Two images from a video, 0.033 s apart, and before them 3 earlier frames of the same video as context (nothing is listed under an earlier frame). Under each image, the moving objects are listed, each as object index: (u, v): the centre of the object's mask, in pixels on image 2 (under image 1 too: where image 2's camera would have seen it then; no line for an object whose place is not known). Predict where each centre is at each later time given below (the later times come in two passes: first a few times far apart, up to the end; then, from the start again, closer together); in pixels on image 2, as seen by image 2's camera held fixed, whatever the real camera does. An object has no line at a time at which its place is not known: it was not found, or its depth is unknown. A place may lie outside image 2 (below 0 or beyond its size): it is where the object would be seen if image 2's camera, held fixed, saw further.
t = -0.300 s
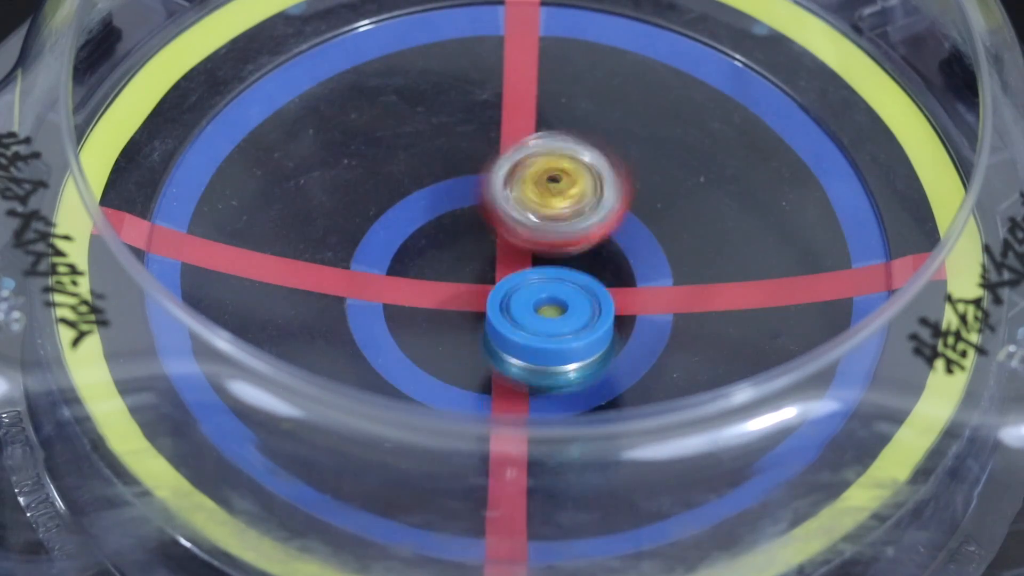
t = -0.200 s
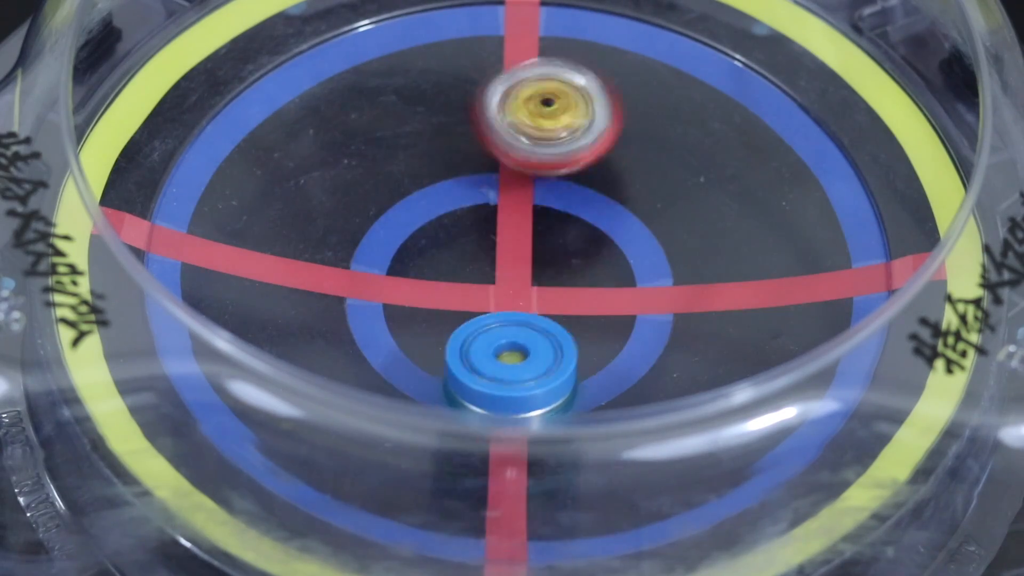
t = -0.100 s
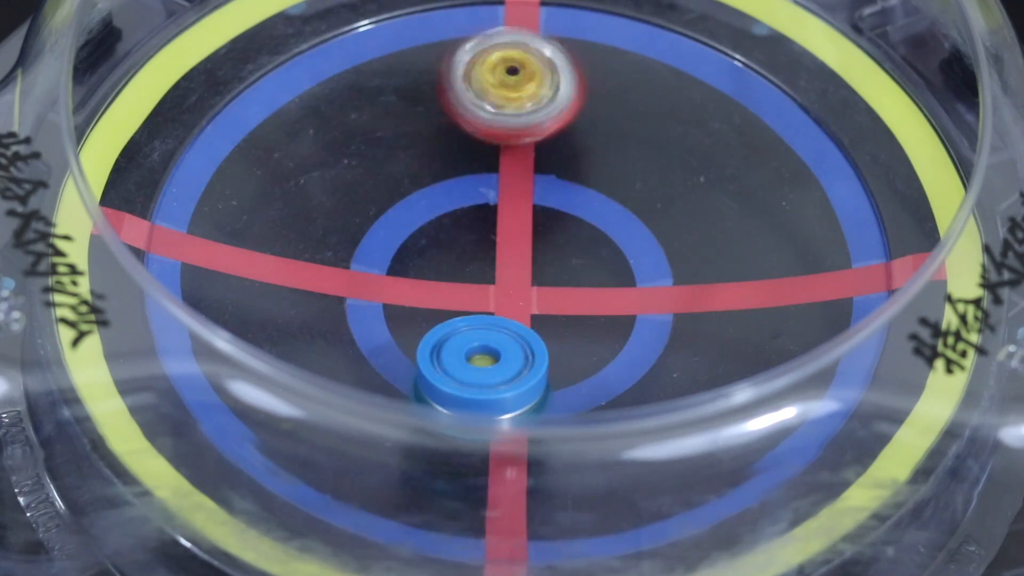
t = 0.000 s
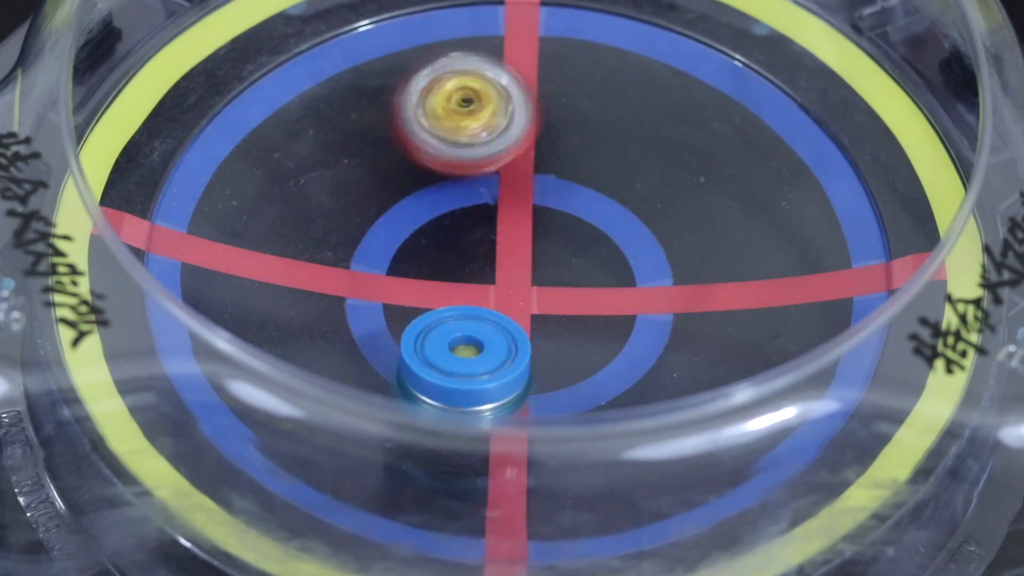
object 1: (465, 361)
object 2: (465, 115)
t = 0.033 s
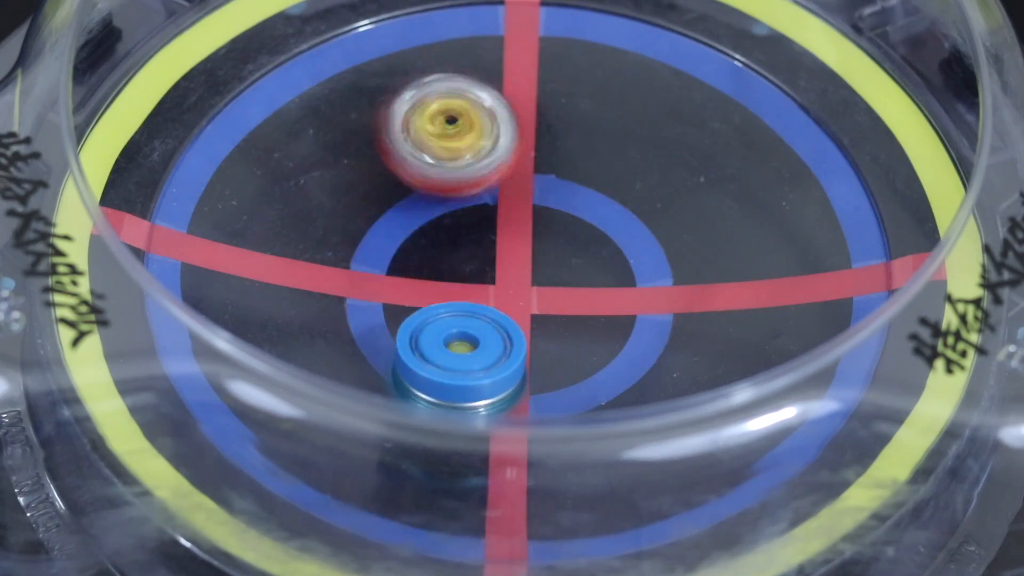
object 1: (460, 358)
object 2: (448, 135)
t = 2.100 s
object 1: (347, 321)
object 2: (659, 125)
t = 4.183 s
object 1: (357, 318)
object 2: (605, 191)
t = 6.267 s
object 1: (443, 146)
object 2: (528, 288)
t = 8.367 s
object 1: (666, 288)
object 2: (554, 198)
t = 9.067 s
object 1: (574, 365)
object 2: (514, 253)
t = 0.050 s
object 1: (458, 357)
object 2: (443, 147)
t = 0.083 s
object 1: (453, 354)
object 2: (435, 176)
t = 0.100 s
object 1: (450, 352)
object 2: (432, 191)
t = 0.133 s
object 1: (445, 348)
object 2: (435, 218)
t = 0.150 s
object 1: (443, 352)
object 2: (436, 228)
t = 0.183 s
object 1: (439, 364)
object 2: (449, 226)
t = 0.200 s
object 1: (438, 370)
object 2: (456, 226)
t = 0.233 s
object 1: (435, 401)
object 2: (475, 223)
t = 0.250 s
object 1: (435, 407)
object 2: (483, 223)
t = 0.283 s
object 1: (440, 411)
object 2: (499, 218)
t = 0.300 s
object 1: (443, 413)
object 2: (507, 217)
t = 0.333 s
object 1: (451, 413)
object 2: (524, 211)
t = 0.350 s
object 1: (457, 411)
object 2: (534, 210)
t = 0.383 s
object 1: (470, 407)
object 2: (549, 204)
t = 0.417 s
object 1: (482, 401)
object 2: (566, 199)
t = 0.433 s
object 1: (488, 396)
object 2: (570, 198)
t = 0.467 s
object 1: (495, 387)
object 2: (579, 194)
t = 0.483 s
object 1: (499, 381)
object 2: (580, 194)
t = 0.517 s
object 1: (506, 362)
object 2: (579, 191)
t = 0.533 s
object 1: (507, 359)
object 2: (578, 190)
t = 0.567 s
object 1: (509, 351)
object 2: (572, 188)
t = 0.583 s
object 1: (511, 346)
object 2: (570, 186)
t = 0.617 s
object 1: (511, 334)
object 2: (562, 186)
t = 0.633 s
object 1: (510, 327)
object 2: (556, 184)
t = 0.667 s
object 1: (507, 314)
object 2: (548, 182)
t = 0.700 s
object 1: (503, 301)
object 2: (535, 180)
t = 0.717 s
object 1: (498, 300)
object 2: (533, 174)
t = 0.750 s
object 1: (488, 298)
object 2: (527, 163)
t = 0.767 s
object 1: (483, 296)
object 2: (524, 158)
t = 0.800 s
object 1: (473, 293)
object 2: (517, 152)
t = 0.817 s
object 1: (468, 289)
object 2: (513, 151)
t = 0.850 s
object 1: (459, 284)
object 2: (504, 152)
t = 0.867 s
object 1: (454, 282)
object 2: (499, 155)
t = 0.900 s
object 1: (441, 284)
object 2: (495, 157)
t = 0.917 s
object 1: (432, 290)
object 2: (495, 154)
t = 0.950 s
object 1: (416, 295)
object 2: (495, 148)
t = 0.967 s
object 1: (410, 295)
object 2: (494, 147)
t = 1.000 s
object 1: (400, 297)
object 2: (493, 147)
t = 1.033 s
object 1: (393, 298)
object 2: (494, 150)
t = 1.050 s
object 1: (390, 298)
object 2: (495, 153)
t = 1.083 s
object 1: (388, 299)
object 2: (496, 162)
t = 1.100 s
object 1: (387, 300)
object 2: (496, 166)
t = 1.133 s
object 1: (388, 300)
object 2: (498, 175)
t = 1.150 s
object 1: (389, 298)
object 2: (499, 181)
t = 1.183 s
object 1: (392, 298)
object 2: (504, 194)
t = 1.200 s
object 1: (393, 298)
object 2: (507, 199)
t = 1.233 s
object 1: (396, 295)
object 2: (515, 211)
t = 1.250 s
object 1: (398, 293)
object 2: (519, 216)
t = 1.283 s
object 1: (381, 297)
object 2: (541, 216)
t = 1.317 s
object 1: (367, 302)
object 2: (567, 212)
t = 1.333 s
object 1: (363, 302)
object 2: (580, 209)
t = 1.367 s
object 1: (357, 305)
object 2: (601, 205)
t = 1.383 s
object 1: (355, 307)
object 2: (608, 204)
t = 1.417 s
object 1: (356, 308)
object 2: (621, 196)
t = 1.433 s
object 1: (359, 308)
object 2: (625, 191)
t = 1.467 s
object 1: (365, 309)
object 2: (631, 184)
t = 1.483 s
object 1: (368, 309)
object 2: (631, 179)
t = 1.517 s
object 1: (376, 308)
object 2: (629, 173)
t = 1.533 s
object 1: (382, 308)
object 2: (626, 172)
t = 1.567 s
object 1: (392, 307)
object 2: (617, 168)
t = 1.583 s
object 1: (398, 304)
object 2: (612, 166)
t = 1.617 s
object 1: (407, 301)
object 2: (603, 163)
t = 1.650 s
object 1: (417, 298)
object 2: (591, 160)
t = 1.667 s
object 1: (421, 297)
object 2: (586, 160)
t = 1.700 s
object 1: (431, 292)
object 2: (574, 161)
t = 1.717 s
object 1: (436, 288)
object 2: (567, 163)
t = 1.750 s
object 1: (444, 284)
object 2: (555, 171)
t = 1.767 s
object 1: (447, 282)
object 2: (549, 177)
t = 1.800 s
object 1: (424, 289)
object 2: (561, 179)
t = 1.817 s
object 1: (400, 298)
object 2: (582, 172)
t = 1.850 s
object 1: (359, 312)
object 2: (611, 158)
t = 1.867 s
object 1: (341, 316)
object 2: (625, 152)
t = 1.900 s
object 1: (320, 318)
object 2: (650, 140)
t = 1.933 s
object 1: (309, 318)
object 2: (668, 131)
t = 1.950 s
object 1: (307, 318)
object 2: (673, 126)
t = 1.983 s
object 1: (307, 318)
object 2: (681, 121)
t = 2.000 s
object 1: (310, 318)
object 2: (682, 122)
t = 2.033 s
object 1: (320, 319)
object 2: (679, 121)
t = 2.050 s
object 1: (326, 320)
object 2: (675, 120)
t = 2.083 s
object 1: (340, 321)
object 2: (665, 123)
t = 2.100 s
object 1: (347, 321)
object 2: (659, 125)
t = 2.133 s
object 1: (363, 321)
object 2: (642, 130)
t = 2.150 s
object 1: (372, 319)
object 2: (631, 133)
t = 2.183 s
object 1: (389, 316)
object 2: (609, 141)
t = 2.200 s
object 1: (397, 315)
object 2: (598, 145)
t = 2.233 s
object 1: (413, 312)
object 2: (574, 155)
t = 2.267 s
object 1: (429, 306)
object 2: (550, 167)
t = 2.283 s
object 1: (437, 301)
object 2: (539, 173)
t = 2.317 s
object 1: (444, 298)
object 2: (523, 187)
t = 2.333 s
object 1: (422, 315)
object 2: (534, 179)
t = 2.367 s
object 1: (392, 335)
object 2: (555, 163)
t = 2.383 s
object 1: (379, 340)
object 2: (568, 157)
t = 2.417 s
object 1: (364, 345)
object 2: (592, 146)
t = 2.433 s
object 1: (359, 347)
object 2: (600, 140)
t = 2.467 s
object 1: (356, 350)
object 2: (617, 135)
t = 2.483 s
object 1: (357, 351)
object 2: (624, 134)
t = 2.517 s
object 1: (365, 353)
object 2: (636, 138)
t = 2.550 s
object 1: (373, 371)
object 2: (640, 146)
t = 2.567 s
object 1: (386, 357)
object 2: (641, 152)
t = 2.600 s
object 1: (403, 356)
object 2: (637, 162)
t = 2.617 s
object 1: (412, 356)
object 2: (633, 167)
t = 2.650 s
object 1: (429, 355)
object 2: (622, 178)
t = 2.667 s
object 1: (438, 355)
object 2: (615, 183)
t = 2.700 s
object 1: (455, 350)
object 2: (601, 193)
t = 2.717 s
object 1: (462, 346)
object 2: (595, 197)
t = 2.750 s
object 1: (477, 335)
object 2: (583, 206)
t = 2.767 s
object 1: (483, 331)
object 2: (578, 210)
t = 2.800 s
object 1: (481, 328)
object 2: (575, 215)
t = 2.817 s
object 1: (464, 337)
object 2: (586, 202)
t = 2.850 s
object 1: (437, 348)
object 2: (607, 184)
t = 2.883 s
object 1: (420, 352)
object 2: (631, 166)
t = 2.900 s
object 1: (415, 353)
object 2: (641, 158)
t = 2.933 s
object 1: (412, 354)
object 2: (657, 146)
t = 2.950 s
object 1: (412, 354)
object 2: (663, 142)
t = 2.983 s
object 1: (418, 355)
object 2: (669, 139)
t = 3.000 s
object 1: (422, 355)
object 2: (670, 138)
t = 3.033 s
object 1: (431, 355)
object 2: (663, 139)
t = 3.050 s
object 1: (436, 355)
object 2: (656, 141)
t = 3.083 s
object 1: (445, 354)
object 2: (637, 148)
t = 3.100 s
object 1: (450, 352)
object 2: (627, 151)
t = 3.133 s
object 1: (460, 349)
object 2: (604, 159)
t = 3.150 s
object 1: (464, 347)
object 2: (592, 164)
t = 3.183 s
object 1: (471, 343)
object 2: (570, 171)
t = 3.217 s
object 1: (477, 335)
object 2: (549, 183)
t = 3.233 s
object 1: (479, 330)
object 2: (539, 189)
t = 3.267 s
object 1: (481, 324)
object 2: (524, 204)
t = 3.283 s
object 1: (475, 330)
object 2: (523, 200)
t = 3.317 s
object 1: (463, 346)
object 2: (528, 190)
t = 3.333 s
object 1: (459, 349)
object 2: (531, 187)
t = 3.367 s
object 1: (456, 352)
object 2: (538, 184)
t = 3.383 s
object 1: (457, 353)
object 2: (543, 185)
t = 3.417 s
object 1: (460, 352)
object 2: (552, 188)
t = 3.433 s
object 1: (463, 351)
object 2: (557, 191)
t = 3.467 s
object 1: (469, 348)
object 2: (569, 197)
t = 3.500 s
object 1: (474, 345)
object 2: (578, 206)
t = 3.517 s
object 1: (477, 341)
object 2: (581, 211)
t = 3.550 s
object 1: (481, 336)
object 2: (588, 223)
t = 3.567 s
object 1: (483, 333)
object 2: (587, 227)
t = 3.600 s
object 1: (479, 328)
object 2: (589, 237)
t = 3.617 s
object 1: (467, 333)
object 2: (599, 232)
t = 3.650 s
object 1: (446, 338)
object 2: (613, 224)
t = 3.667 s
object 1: (439, 338)
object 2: (619, 221)
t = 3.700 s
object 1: (431, 338)
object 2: (627, 211)
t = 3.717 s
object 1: (428, 337)
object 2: (628, 206)
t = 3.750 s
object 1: (425, 337)
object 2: (626, 200)
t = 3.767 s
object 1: (425, 335)
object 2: (625, 197)
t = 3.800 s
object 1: (424, 335)
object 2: (616, 192)
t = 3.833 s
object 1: (425, 334)
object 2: (608, 189)
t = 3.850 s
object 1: (426, 331)
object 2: (602, 187)
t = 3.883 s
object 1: (427, 329)
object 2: (587, 188)
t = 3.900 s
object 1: (428, 327)
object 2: (581, 186)
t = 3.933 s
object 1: (430, 325)
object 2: (563, 187)
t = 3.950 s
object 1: (431, 325)
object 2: (556, 188)
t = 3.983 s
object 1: (434, 319)
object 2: (546, 189)
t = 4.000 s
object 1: (434, 319)
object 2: (541, 193)
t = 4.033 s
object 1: (436, 313)
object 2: (537, 197)
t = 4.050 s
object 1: (435, 311)
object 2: (535, 199)
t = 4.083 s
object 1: (435, 304)
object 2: (533, 207)
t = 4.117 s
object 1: (414, 305)
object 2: (550, 205)
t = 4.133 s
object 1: (394, 311)
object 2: (565, 203)
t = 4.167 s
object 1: (368, 316)
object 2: (595, 194)
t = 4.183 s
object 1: (357, 318)
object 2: (605, 191)
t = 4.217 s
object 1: (348, 320)
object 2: (627, 186)
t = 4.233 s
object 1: (345, 320)
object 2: (636, 184)
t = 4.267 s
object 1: (342, 322)
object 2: (651, 184)
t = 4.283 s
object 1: (342, 323)
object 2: (653, 183)
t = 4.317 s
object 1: (341, 324)
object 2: (654, 184)
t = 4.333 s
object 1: (342, 326)
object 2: (653, 184)
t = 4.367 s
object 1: (343, 328)
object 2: (646, 186)
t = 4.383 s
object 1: (344, 329)
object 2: (642, 187)
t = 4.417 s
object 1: (348, 330)
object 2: (629, 194)
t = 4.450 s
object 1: (354, 332)
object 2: (613, 200)
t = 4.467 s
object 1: (359, 333)
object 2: (604, 203)
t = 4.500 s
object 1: (369, 334)
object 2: (586, 210)
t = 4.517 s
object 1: (375, 334)
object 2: (577, 213)
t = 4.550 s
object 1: (385, 333)
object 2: (560, 221)
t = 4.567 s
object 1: (391, 333)
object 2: (552, 223)
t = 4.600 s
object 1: (400, 329)
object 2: (541, 230)
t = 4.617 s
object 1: (405, 328)
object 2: (535, 232)
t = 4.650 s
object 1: (412, 320)
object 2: (529, 240)
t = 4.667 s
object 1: (408, 321)
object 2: (534, 240)
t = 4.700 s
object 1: (377, 323)
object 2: (563, 231)
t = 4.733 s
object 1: (357, 323)
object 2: (589, 225)
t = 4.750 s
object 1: (352, 322)
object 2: (601, 221)
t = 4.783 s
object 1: (346, 320)
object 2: (619, 214)
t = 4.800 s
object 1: (346, 320)
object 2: (628, 210)
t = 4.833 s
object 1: (349, 318)
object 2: (643, 206)
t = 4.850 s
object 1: (352, 317)
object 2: (649, 205)
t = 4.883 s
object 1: (359, 315)
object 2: (655, 204)
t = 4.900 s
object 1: (365, 314)
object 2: (657, 205)
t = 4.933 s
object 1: (374, 311)
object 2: (655, 207)
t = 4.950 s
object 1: (380, 309)
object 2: (651, 208)
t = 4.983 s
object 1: (389, 305)
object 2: (643, 211)
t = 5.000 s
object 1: (394, 304)
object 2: (637, 214)
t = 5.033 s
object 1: (402, 299)
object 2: (622, 220)
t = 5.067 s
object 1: (410, 296)
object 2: (604, 227)
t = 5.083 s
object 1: (413, 291)
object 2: (595, 231)
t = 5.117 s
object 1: (422, 287)
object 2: (574, 235)
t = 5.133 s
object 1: (422, 282)
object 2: (566, 238)
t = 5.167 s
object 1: (407, 279)
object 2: (569, 239)
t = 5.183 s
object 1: (402, 274)
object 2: (570, 236)
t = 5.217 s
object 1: (396, 269)
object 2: (574, 237)
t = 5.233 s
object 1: (394, 266)
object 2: (572, 237)
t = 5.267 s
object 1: (391, 261)
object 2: (573, 235)
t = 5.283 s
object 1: (390, 258)
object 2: (572, 236)
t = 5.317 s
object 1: (389, 253)
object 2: (571, 235)
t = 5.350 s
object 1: (390, 247)
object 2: (571, 236)
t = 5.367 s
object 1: (390, 246)
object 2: (568, 236)
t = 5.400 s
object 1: (391, 240)
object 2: (567, 235)
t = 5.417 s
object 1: (392, 240)
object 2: (565, 237)
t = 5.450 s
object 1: (393, 235)
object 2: (562, 238)
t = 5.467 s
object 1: (395, 234)
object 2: (561, 238)
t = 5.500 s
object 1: (397, 230)
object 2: (559, 241)
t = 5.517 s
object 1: (399, 228)
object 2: (558, 240)
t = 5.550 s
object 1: (401, 225)
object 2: (555, 242)
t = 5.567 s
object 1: (404, 223)
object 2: (555, 243)
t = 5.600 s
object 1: (406, 220)
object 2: (549, 246)
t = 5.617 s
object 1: (407, 217)
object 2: (549, 248)
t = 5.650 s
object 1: (405, 212)
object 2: (552, 252)
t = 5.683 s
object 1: (406, 206)
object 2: (550, 255)
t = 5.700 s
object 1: (406, 203)
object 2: (551, 256)
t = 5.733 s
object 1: (409, 198)
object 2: (551, 258)
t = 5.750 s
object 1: (410, 198)
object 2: (549, 260)
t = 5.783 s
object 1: (413, 195)
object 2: (549, 260)
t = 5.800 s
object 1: (413, 195)
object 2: (549, 261)
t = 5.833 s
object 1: (416, 192)
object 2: (546, 262)
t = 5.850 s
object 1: (418, 193)
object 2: (546, 262)
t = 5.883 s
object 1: (421, 189)
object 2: (546, 261)
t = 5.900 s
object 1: (423, 189)
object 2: (544, 261)
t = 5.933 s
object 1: (425, 187)
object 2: (542, 262)
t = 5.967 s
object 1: (428, 186)
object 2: (538, 260)
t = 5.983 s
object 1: (429, 185)
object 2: (537, 260)
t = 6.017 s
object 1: (434, 182)
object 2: (534, 261)
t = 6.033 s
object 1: (436, 180)
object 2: (533, 262)
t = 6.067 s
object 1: (439, 169)
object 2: (537, 269)
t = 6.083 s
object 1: (439, 165)
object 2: (538, 274)
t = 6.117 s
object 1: (439, 155)
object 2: (538, 282)
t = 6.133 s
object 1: (440, 153)
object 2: (539, 285)
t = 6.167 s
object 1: (440, 148)
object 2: (536, 289)
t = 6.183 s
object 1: (441, 147)
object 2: (534, 289)
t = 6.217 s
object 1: (441, 145)
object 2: (533, 291)
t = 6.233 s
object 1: (442, 145)
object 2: (531, 292)
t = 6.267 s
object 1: (443, 146)
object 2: (528, 288)
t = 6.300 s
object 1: (445, 147)
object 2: (524, 283)
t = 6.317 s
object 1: (445, 150)
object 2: (523, 282)
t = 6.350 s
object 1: (447, 151)
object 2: (519, 277)
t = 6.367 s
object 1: (449, 153)
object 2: (519, 273)
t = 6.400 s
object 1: (452, 155)
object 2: (515, 266)
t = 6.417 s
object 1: (454, 156)
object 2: (514, 262)
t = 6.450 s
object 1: (458, 157)
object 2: (513, 256)
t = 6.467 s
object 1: (461, 149)
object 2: (516, 263)
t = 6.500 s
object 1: (463, 133)
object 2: (520, 276)
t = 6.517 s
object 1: (466, 126)
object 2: (522, 281)
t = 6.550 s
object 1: (470, 120)
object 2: (525, 289)
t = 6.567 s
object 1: (472, 118)
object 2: (526, 294)
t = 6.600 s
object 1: (475, 114)
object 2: (528, 298)
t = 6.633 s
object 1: (478, 114)
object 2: (530, 298)
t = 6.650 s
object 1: (479, 114)
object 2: (534, 297)
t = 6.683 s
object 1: (482, 117)
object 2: (537, 295)
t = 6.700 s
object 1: (482, 118)
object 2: (537, 294)
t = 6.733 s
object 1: (484, 121)
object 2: (540, 289)
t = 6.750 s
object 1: (484, 125)
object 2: (542, 288)
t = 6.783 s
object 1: (486, 129)
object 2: (543, 283)
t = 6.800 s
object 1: (487, 133)
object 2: (542, 280)
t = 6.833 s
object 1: (489, 138)
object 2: (541, 275)
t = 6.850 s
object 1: (492, 140)
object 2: (538, 273)
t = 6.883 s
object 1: (495, 147)
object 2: (533, 267)
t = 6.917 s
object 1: (501, 149)
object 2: (526, 262)
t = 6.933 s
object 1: (504, 151)
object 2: (523, 260)
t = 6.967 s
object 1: (514, 143)
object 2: (510, 274)
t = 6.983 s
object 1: (522, 128)
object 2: (503, 290)
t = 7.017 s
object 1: (536, 103)
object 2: (489, 317)
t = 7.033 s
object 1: (541, 92)
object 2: (483, 326)
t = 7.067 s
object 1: (551, 80)
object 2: (476, 343)
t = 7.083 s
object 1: (553, 78)
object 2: (473, 349)
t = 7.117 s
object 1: (555, 74)
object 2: (469, 357)
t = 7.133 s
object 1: (556, 73)
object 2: (469, 359)
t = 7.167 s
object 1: (555, 75)
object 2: (468, 364)
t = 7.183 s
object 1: (554, 76)
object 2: (472, 365)
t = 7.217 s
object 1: (554, 80)
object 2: (475, 368)
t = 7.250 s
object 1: (551, 85)
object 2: (477, 368)
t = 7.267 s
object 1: (552, 88)
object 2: (477, 369)
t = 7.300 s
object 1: (551, 96)
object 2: (480, 366)
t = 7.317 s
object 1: (551, 100)
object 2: (485, 364)
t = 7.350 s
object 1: (553, 107)
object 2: (491, 359)
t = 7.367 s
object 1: (553, 113)
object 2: (494, 355)
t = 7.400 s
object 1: (554, 120)
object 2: (500, 344)
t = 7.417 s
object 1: (555, 125)
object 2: (505, 337)
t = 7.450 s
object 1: (558, 136)
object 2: (508, 323)
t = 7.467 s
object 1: (559, 140)
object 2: (509, 316)
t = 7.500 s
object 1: (565, 150)
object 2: (509, 301)
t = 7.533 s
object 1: (568, 160)
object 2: (504, 287)
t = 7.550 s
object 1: (570, 163)
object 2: (501, 280)
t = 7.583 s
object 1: (576, 172)
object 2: (496, 265)
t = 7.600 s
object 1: (580, 175)
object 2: (493, 259)
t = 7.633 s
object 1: (595, 176)
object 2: (478, 250)
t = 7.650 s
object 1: (601, 179)
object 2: (472, 245)
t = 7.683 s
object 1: (611, 182)
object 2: (456, 234)
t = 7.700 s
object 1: (615, 183)
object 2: (447, 231)
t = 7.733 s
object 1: (624, 190)
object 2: (436, 220)
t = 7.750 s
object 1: (627, 193)
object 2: (433, 215)
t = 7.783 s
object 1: (633, 196)
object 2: (426, 207)
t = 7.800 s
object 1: (637, 199)
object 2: (423, 204)
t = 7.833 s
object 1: (642, 204)
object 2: (419, 195)
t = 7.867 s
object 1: (648, 208)
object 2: (415, 188)
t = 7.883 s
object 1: (650, 212)
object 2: (412, 187)
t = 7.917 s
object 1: (653, 217)
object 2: (412, 182)
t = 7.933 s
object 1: (655, 218)
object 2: (413, 180)
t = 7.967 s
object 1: (660, 224)
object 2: (416, 177)
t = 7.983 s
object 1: (661, 227)
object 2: (420, 177)
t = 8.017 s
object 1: (664, 230)
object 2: (424, 177)
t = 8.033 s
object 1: (666, 233)
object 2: (425, 177)
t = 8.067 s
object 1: (668, 239)
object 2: (435, 180)
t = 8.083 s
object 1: (668, 241)
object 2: (440, 180)
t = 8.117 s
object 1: (671, 246)
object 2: (449, 182)
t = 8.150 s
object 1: (671, 253)
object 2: (460, 184)
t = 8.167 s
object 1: (671, 254)
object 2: (468, 186)
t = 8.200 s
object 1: (672, 260)
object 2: (482, 188)
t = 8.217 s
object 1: (672, 264)
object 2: (489, 191)
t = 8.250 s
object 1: (671, 268)
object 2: (504, 191)
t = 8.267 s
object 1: (671, 270)
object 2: (510, 192)
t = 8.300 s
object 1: (669, 278)
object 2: (524, 195)
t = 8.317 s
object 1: (668, 281)
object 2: (532, 194)
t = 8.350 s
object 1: (666, 285)
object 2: (546, 195)
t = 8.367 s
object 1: (666, 288)
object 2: (554, 198)
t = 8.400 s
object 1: (662, 295)
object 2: (568, 198)
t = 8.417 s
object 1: (666, 303)
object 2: (571, 195)
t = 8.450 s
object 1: (672, 320)
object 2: (575, 190)
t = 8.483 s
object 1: (671, 331)
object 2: (579, 185)
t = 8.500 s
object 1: (671, 333)
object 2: (577, 185)
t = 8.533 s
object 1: (671, 338)
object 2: (578, 187)
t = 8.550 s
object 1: (670, 340)
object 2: (575, 187)
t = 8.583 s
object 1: (669, 342)
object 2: (573, 188)
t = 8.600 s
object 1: (668, 342)
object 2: (573, 191)
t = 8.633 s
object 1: (664, 344)
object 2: (568, 197)
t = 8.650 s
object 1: (662, 345)
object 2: (568, 201)
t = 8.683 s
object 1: (658, 346)
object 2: (565, 205)
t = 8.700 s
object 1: (655, 346)
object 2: (562, 209)
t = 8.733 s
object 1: (650, 347)
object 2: (560, 220)
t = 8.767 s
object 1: (644, 348)
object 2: (560, 226)
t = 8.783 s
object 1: (641, 348)
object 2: (557, 229)
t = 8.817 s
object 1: (633, 349)
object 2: (557, 241)
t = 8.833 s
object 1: (628, 349)
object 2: (556, 244)
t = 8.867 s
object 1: (622, 354)
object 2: (552, 244)
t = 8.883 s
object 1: (619, 356)
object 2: (549, 246)
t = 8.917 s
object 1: (612, 360)
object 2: (543, 245)
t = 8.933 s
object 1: (607, 362)
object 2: (543, 245)
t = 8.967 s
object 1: (599, 363)
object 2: (533, 247)
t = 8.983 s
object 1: (596, 364)
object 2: (532, 249)
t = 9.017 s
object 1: (588, 366)
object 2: (526, 249)
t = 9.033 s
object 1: (582, 365)
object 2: (519, 250)
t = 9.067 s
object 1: (574, 365)
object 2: (514, 253)
